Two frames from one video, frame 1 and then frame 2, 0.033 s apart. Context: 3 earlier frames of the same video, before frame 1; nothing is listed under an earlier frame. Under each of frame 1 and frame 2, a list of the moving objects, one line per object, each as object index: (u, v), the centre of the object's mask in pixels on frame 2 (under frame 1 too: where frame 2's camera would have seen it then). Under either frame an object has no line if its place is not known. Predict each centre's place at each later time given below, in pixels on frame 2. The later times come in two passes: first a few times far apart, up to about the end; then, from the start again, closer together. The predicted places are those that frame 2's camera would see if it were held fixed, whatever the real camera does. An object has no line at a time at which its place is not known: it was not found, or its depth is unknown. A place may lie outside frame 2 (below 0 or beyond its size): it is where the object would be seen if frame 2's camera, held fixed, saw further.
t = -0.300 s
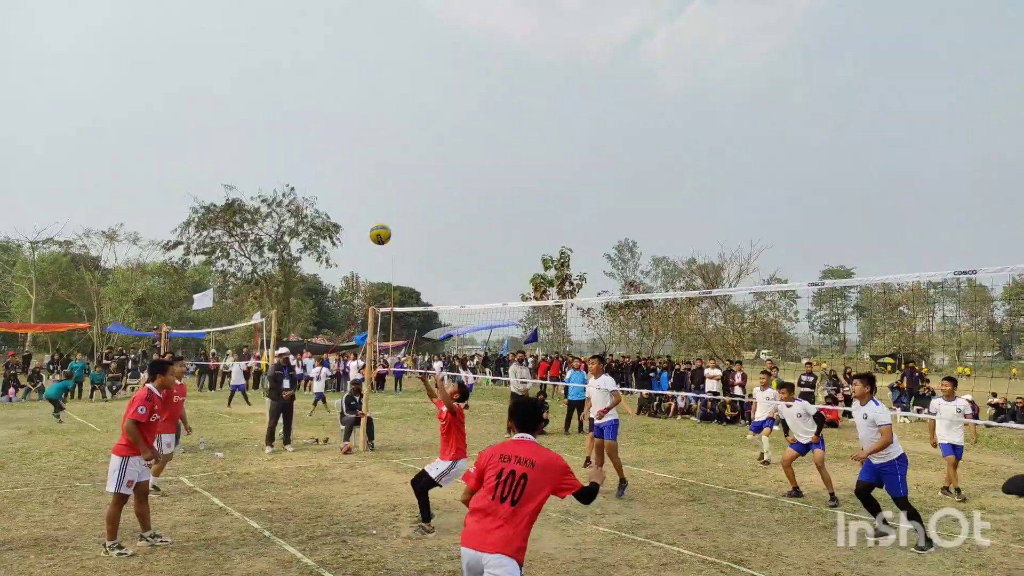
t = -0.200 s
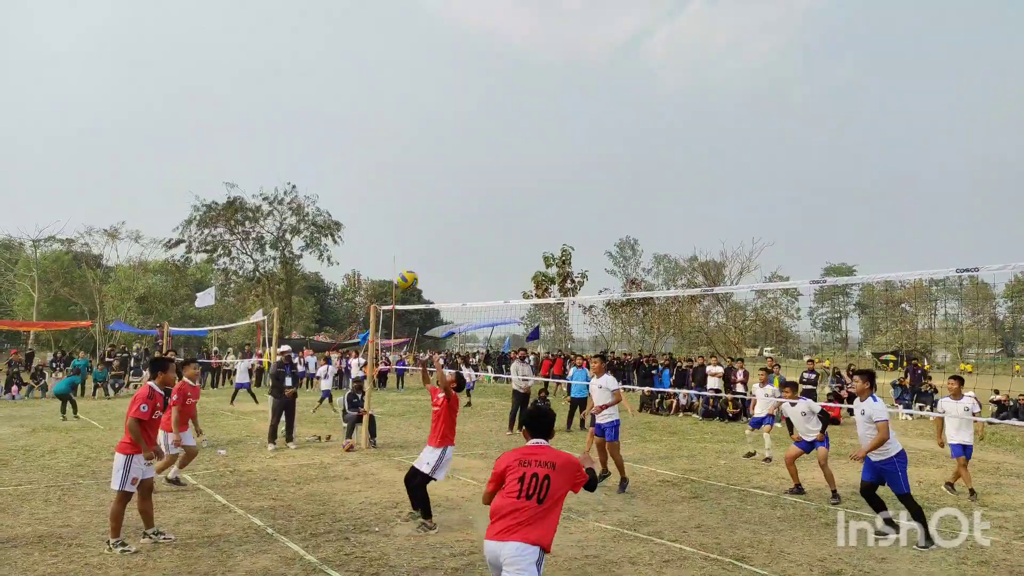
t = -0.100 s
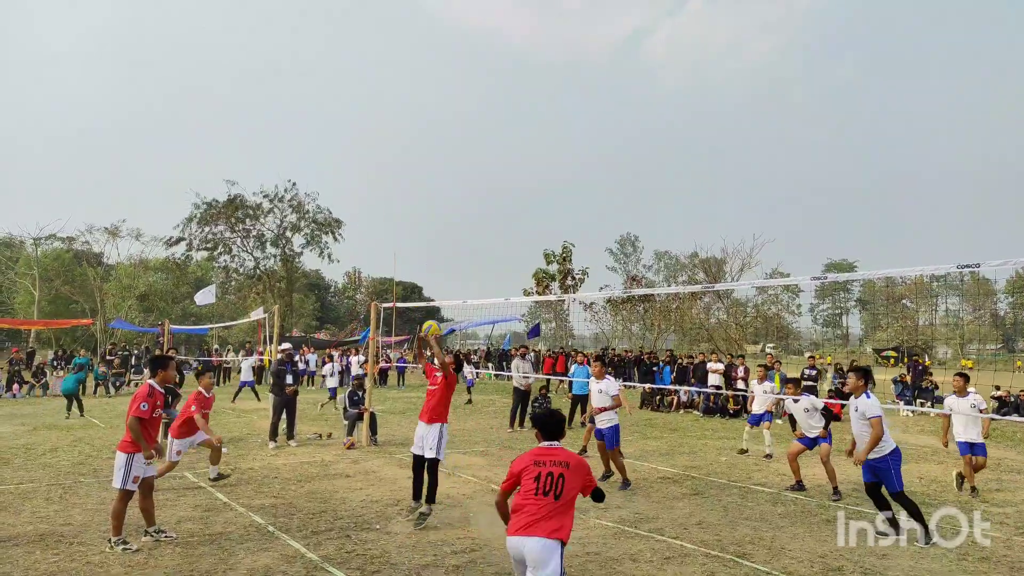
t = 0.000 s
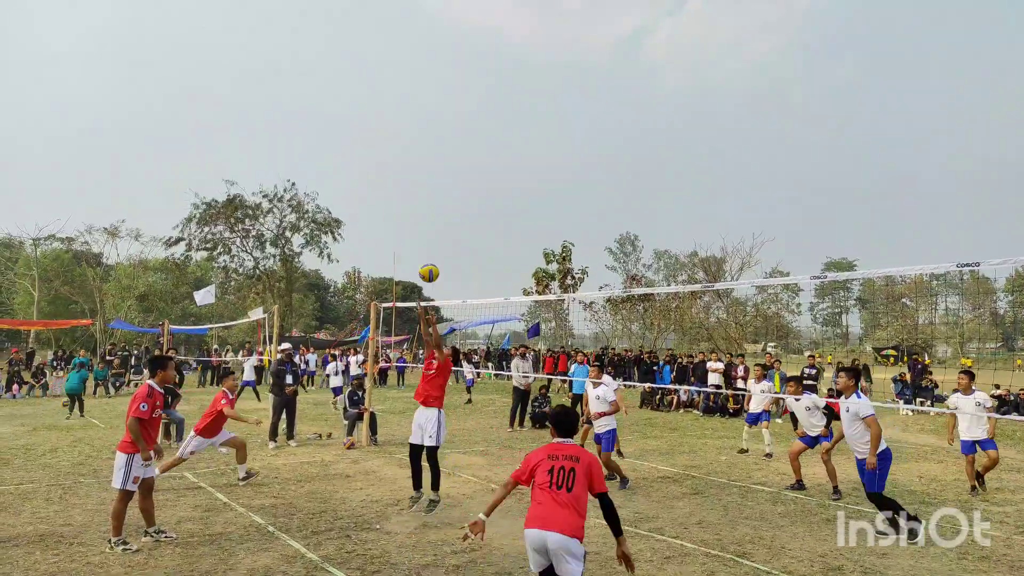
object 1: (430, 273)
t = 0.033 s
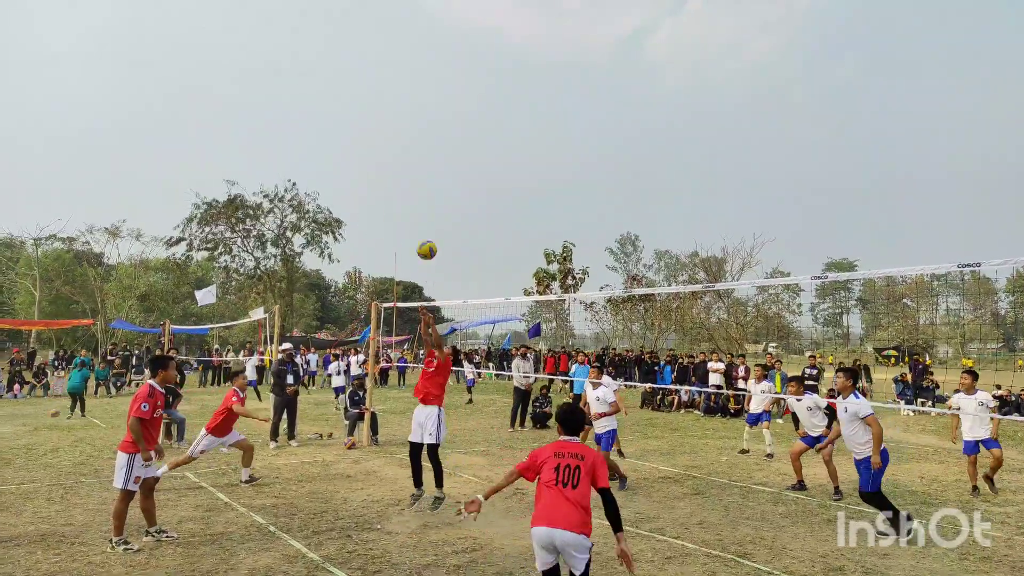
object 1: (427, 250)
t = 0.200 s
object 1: (411, 148)
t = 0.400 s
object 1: (387, 55)
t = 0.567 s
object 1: (363, 3)
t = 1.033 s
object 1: (287, 1)
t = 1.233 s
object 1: (250, 79)
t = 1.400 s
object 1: (213, 184)
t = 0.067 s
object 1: (423, 228)
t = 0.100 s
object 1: (420, 206)
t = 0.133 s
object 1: (417, 186)
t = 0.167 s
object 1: (414, 167)
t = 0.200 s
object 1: (411, 148)
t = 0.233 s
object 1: (407, 130)
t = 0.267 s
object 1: (403, 113)
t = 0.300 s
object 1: (399, 98)
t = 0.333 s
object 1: (395, 82)
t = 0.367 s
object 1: (391, 68)
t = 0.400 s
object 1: (387, 55)
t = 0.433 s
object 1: (382, 43)
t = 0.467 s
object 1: (377, 31)
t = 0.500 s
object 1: (373, 21)
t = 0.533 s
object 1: (369, 12)
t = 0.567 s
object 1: (363, 3)
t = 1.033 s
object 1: (287, 1)
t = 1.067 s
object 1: (281, 11)
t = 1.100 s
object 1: (275, 22)
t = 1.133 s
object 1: (269, 35)
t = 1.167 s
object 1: (262, 48)
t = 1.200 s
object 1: (256, 63)
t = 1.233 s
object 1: (250, 79)
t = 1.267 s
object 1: (242, 97)
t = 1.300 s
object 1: (235, 116)
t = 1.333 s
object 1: (228, 137)
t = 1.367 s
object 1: (220, 159)
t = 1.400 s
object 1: (213, 184)
